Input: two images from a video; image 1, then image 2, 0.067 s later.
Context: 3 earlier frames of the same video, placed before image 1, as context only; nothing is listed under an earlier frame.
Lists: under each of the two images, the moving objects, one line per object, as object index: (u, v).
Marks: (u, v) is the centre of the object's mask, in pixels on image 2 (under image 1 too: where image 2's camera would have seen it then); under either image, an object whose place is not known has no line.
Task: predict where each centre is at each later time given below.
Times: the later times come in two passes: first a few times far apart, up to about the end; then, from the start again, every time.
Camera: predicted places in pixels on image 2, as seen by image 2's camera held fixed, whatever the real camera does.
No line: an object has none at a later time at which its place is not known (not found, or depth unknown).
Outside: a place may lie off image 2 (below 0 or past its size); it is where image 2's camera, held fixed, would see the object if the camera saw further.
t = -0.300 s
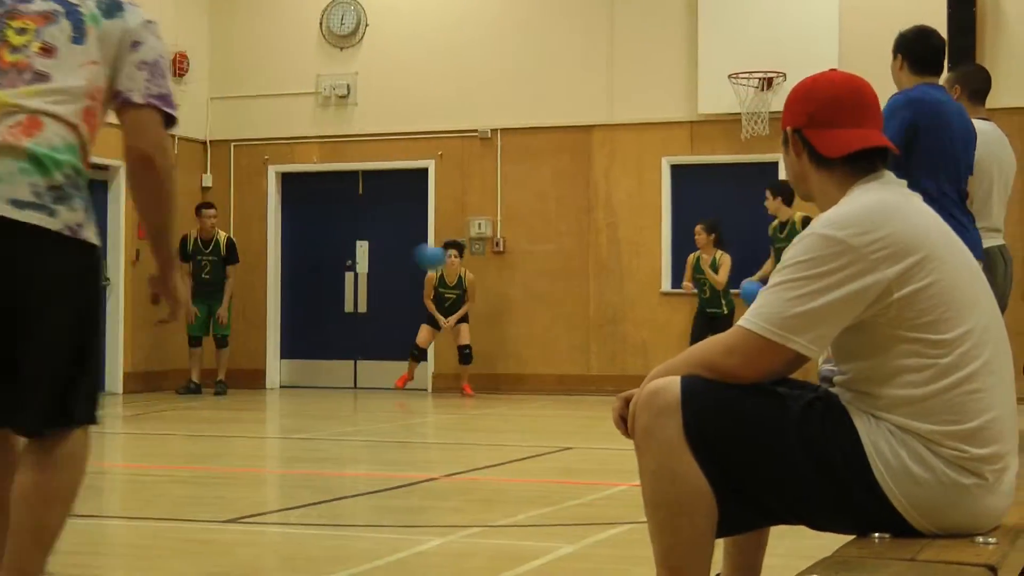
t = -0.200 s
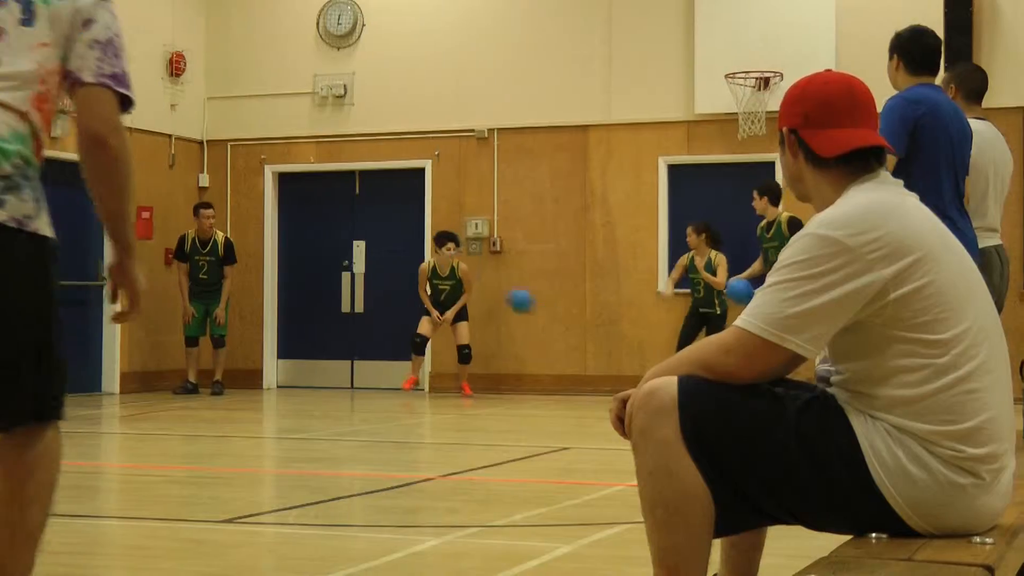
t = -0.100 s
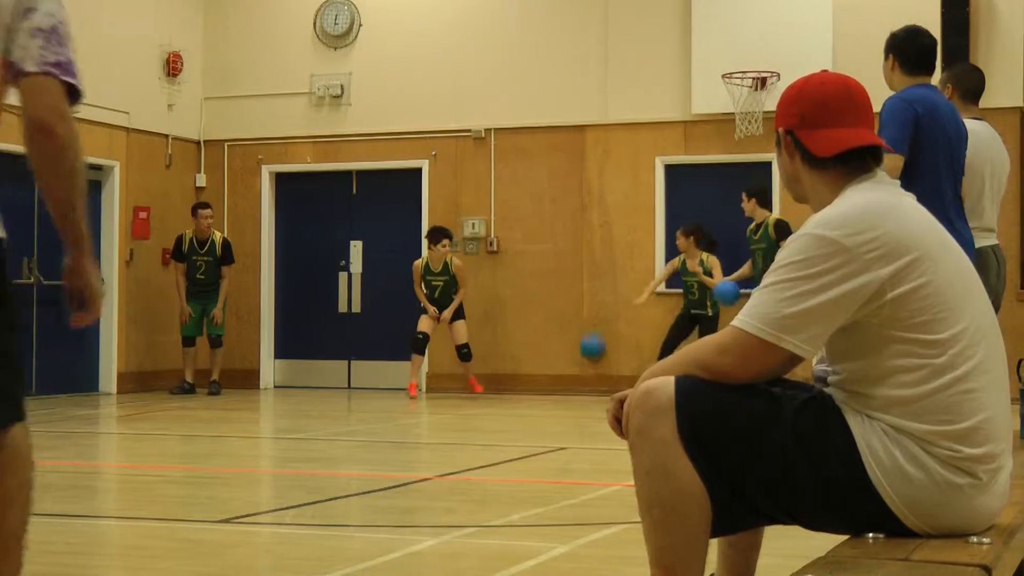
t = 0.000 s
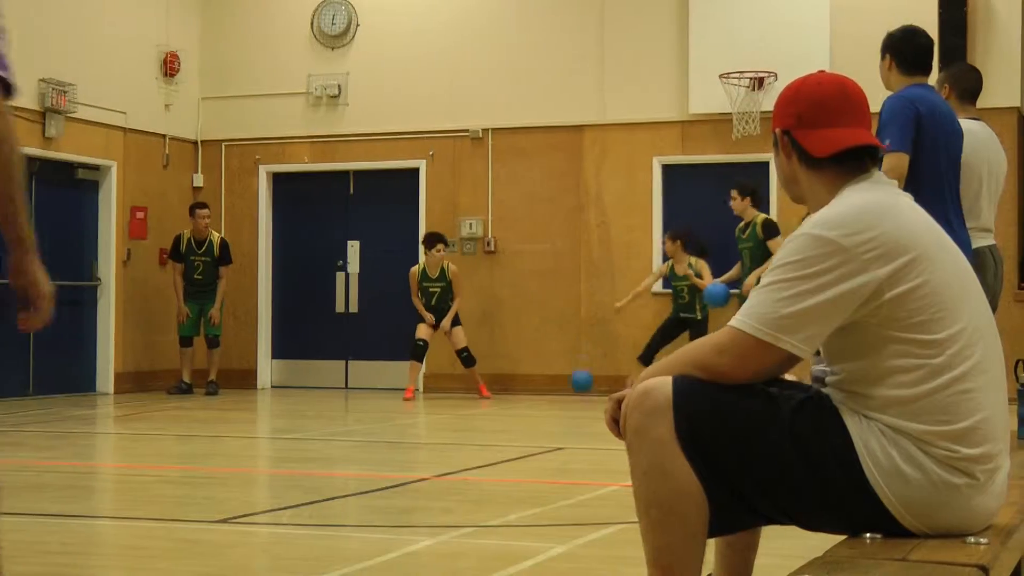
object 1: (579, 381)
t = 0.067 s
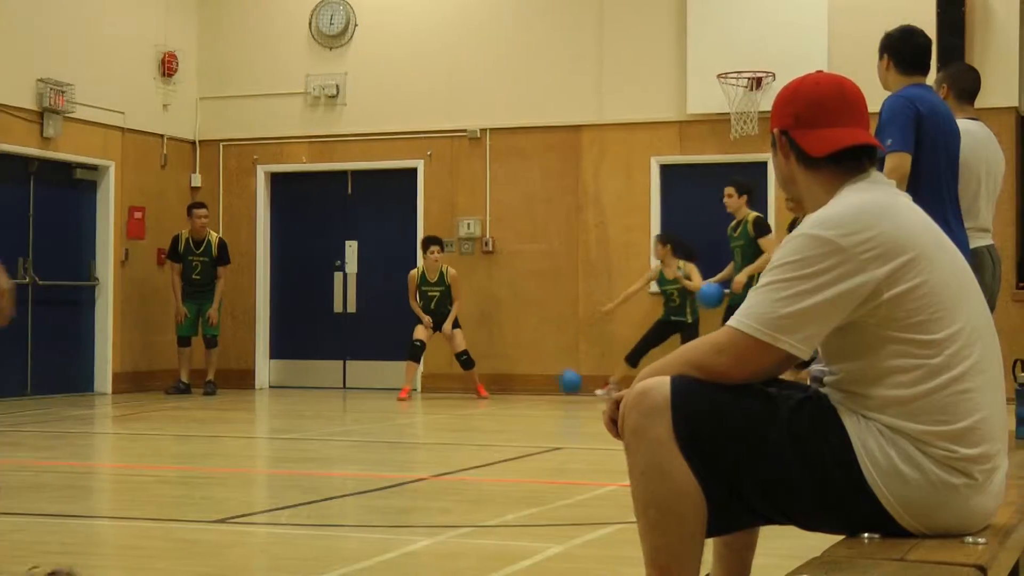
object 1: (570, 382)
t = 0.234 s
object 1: (544, 359)
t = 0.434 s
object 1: (508, 378)
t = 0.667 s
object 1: (466, 390)
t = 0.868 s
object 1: (426, 411)
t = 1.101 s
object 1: (375, 419)
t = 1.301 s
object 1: (327, 426)
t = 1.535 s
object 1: (264, 441)
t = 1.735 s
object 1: (201, 453)
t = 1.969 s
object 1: (117, 468)
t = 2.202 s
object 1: (21, 481)
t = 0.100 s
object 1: (565, 375)
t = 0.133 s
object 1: (560, 369)
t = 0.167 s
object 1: (554, 364)
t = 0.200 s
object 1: (549, 361)
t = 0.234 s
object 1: (544, 359)
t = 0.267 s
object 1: (538, 358)
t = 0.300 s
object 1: (532, 358)
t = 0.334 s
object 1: (527, 361)
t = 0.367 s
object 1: (521, 364)
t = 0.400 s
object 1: (515, 369)
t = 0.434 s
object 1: (508, 378)
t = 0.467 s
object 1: (502, 387)
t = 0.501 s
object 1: (497, 397)
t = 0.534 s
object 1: (490, 402)
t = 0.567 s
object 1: (484, 397)
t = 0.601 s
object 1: (478, 393)
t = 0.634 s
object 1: (472, 391)
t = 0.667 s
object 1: (466, 390)
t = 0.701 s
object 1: (459, 391)
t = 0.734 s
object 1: (453, 394)
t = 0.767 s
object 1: (446, 399)
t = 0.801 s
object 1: (439, 405)
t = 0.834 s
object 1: (433, 413)
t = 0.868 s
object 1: (426, 411)
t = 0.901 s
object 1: (419, 408)
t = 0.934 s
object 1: (412, 407)
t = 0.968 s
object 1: (405, 408)
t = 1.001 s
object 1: (398, 410)
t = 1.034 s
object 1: (390, 415)
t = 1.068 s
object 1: (383, 421)
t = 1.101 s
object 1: (375, 419)
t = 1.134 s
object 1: (367, 419)
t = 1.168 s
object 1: (360, 421)
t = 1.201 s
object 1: (351, 426)
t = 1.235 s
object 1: (343, 426)
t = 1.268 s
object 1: (335, 425)
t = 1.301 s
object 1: (327, 426)
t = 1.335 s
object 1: (318, 429)
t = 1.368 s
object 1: (309, 434)
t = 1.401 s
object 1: (301, 433)
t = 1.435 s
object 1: (292, 433)
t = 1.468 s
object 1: (283, 435)
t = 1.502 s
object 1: (274, 440)
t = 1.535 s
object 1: (264, 441)
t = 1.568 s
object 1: (254, 442)
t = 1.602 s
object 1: (244, 445)
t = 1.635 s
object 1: (234, 447)
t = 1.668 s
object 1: (223, 449)
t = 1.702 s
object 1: (212, 451)
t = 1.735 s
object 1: (201, 453)
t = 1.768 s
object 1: (190, 455)
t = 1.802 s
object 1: (179, 454)
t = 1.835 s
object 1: (167, 456)
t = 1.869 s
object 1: (155, 461)
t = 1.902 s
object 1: (142, 463)
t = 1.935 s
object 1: (130, 464)
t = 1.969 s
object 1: (117, 468)
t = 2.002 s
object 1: (103, 468)
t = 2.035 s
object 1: (90, 471)
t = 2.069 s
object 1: (76, 474)
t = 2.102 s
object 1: (62, 475)
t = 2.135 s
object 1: (46, 479)
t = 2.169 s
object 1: (31, 481)
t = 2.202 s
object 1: (21, 481)
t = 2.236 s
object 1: (13, 485)
